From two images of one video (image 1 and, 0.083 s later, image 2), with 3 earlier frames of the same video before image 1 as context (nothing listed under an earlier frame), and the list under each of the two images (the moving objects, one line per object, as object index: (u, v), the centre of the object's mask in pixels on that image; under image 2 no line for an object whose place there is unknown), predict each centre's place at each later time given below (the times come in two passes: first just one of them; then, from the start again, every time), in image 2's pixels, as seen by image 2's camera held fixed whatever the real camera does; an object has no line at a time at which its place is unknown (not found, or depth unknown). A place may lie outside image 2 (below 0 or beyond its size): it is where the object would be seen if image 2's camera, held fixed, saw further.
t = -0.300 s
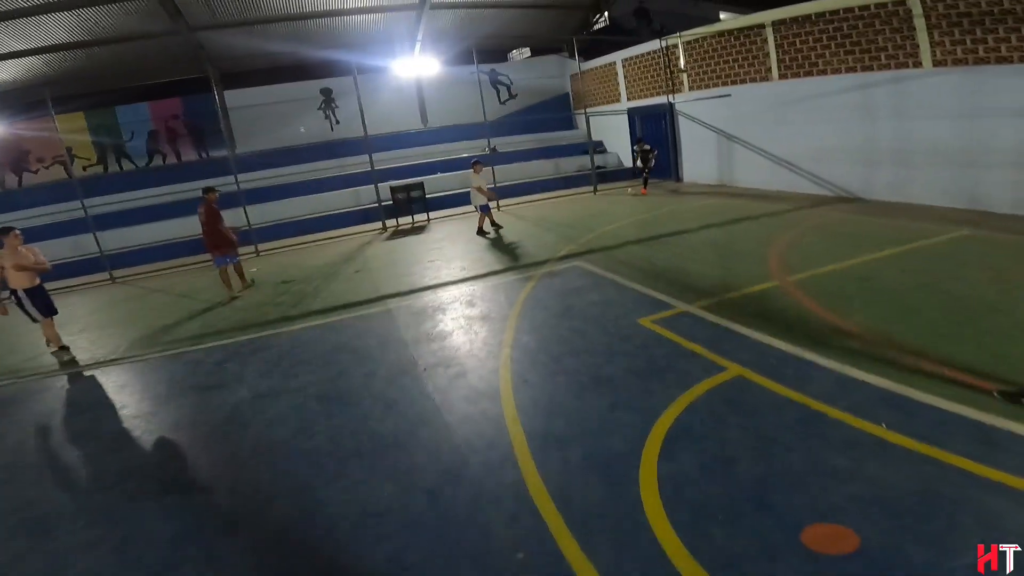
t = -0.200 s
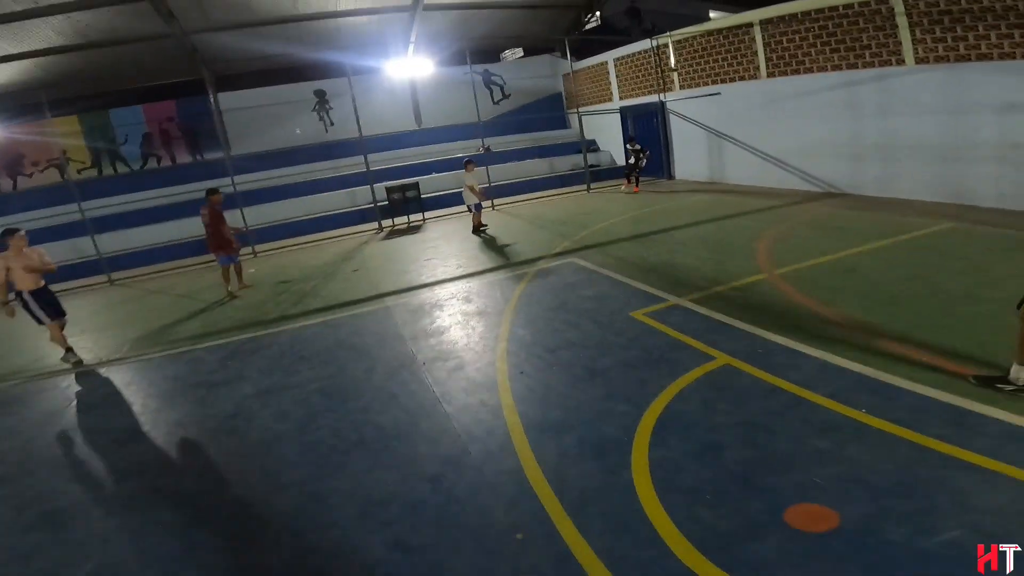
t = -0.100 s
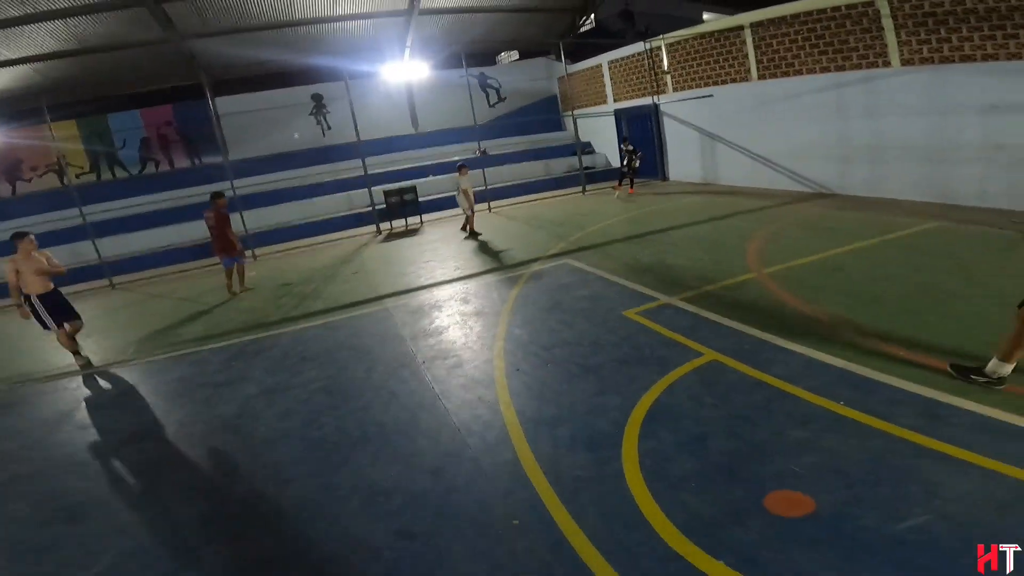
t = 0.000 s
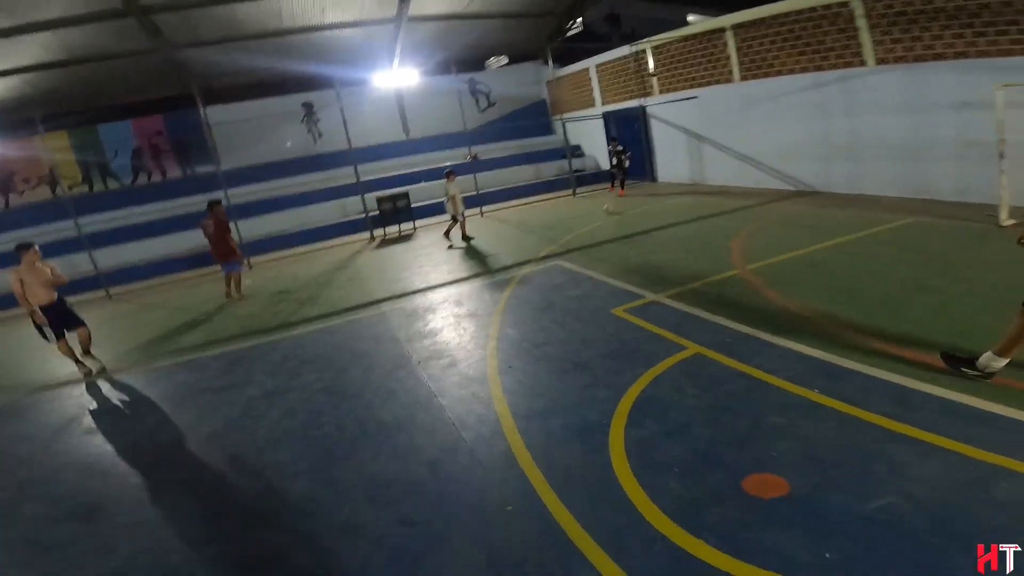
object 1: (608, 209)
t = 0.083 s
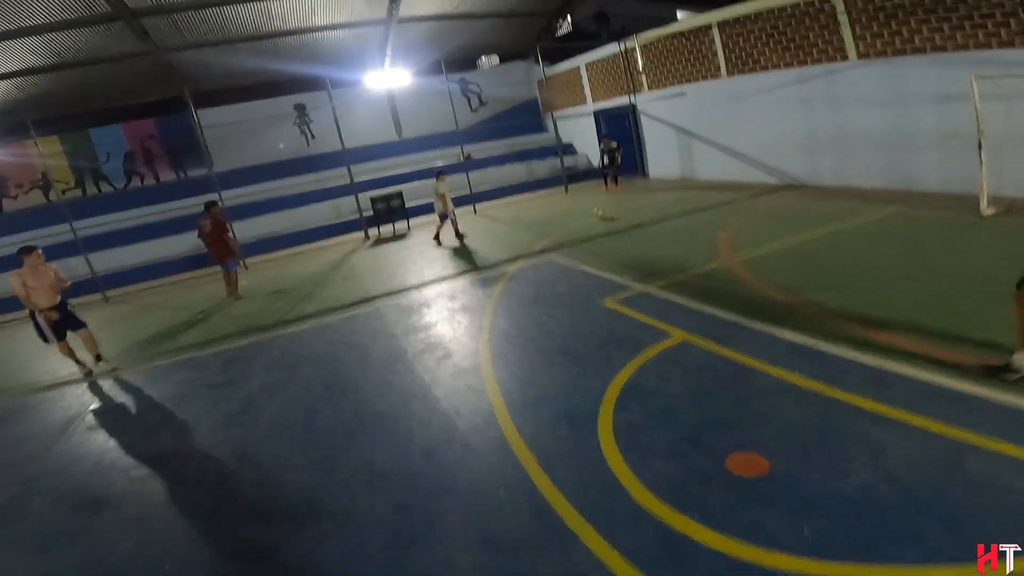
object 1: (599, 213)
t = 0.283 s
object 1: (598, 241)
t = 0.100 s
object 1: (599, 216)
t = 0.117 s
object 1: (600, 218)
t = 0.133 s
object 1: (599, 219)
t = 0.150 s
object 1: (597, 226)
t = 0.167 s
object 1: (598, 225)
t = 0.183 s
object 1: (599, 226)
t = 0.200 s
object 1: (600, 228)
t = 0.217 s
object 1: (600, 231)
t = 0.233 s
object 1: (600, 235)
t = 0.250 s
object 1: (598, 237)
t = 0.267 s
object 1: (598, 240)
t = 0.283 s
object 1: (598, 241)
